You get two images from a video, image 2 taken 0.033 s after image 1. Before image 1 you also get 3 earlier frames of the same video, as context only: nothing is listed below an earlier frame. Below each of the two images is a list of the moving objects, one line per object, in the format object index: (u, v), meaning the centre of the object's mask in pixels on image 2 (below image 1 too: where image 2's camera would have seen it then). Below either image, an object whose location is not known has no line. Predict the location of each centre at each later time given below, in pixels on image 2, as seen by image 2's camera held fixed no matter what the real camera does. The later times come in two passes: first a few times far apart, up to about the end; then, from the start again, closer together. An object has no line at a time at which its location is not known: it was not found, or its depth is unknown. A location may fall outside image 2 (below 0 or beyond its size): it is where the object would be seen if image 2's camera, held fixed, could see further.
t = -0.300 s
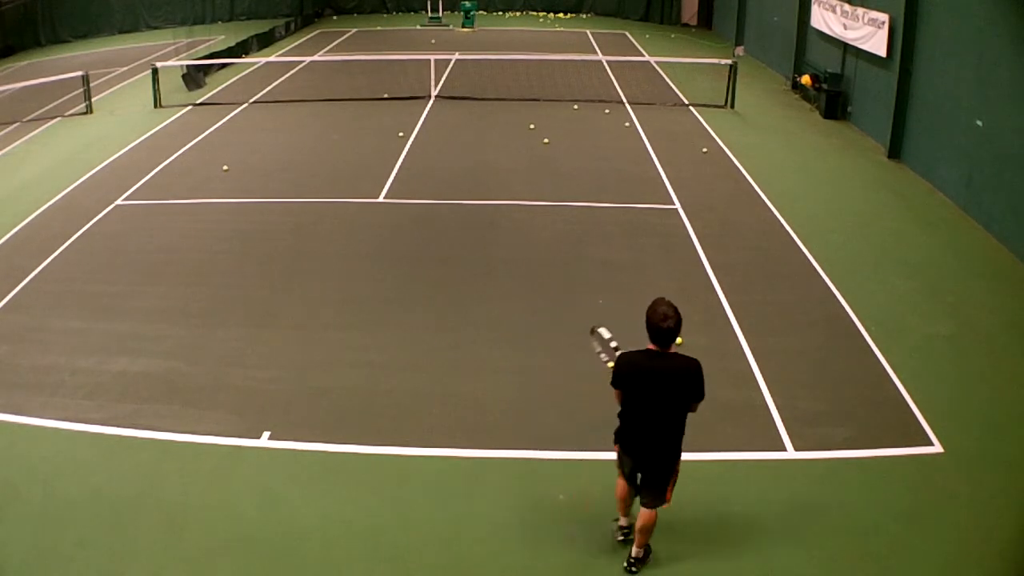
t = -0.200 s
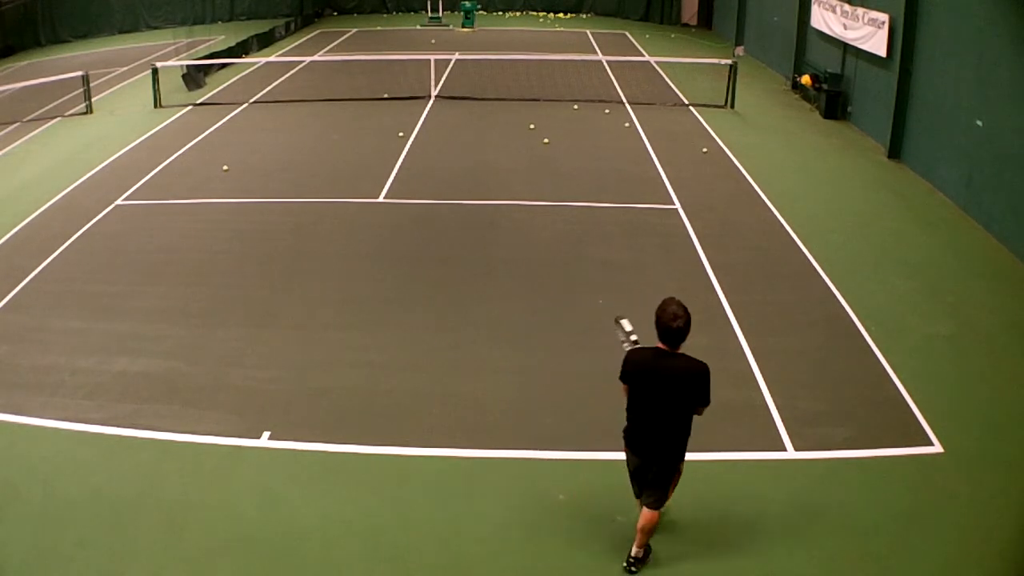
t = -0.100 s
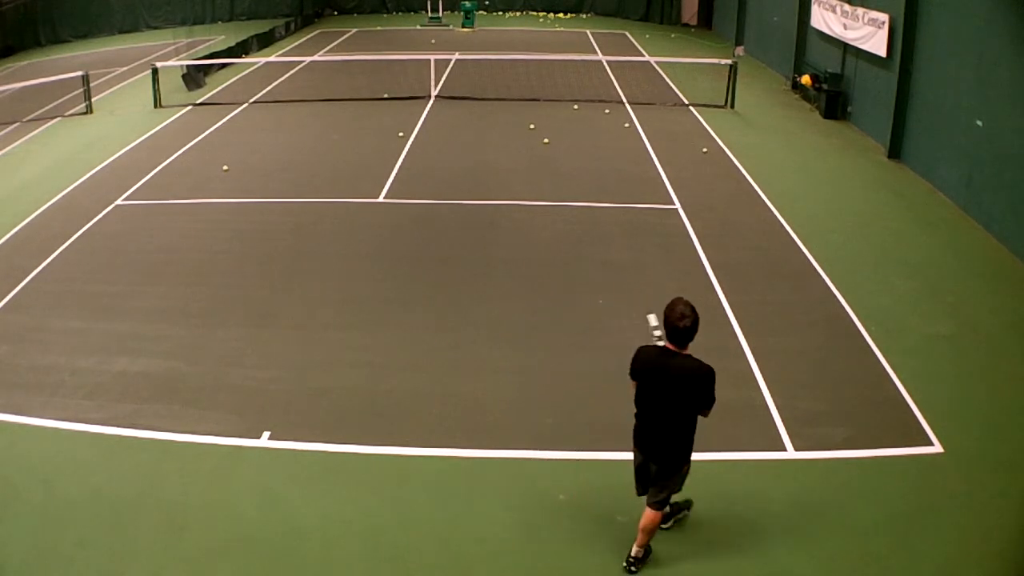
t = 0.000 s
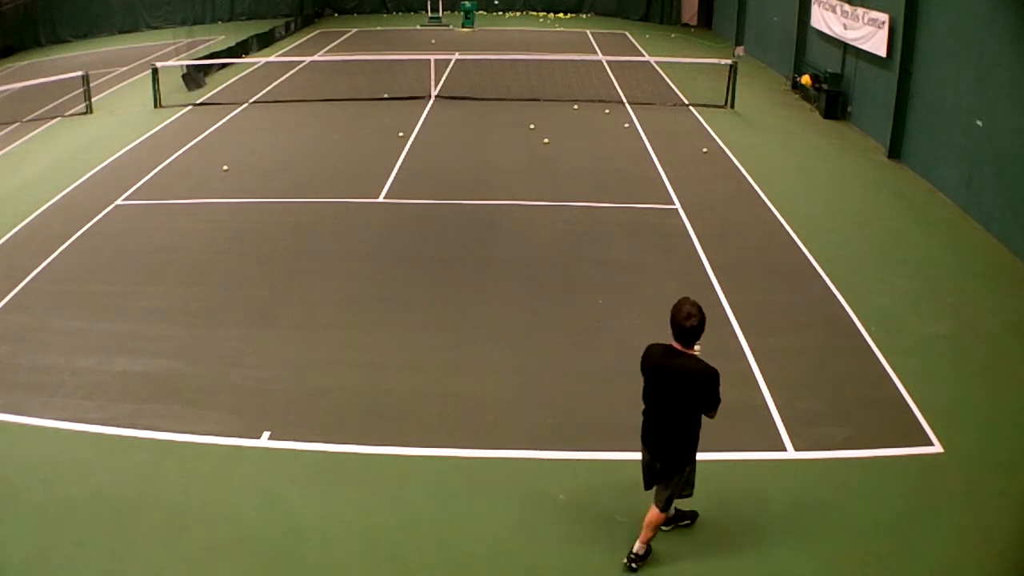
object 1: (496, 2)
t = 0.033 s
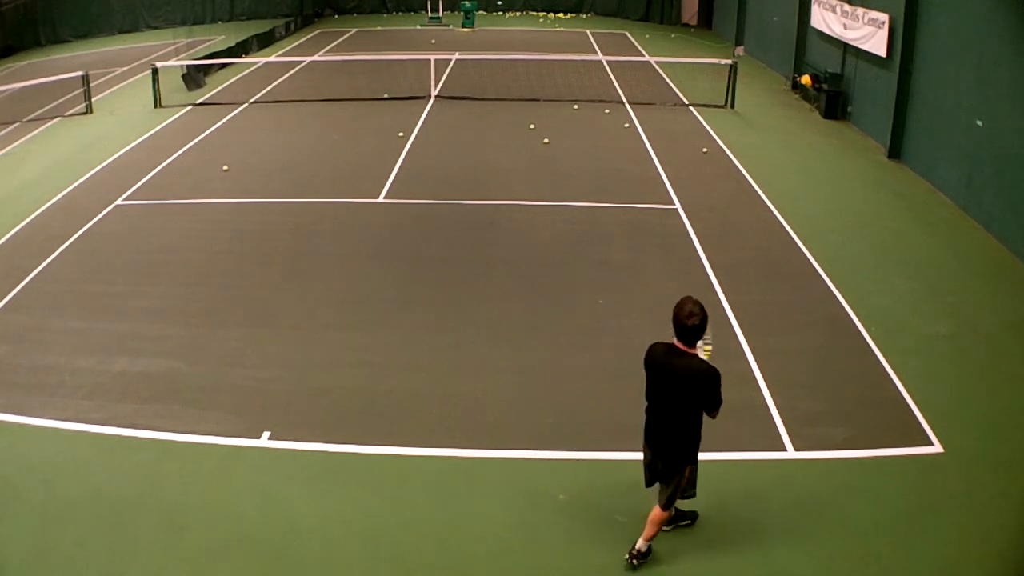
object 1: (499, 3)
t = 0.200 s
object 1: (518, 14)
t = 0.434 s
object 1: (558, 68)
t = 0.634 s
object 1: (606, 172)
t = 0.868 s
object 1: (675, 261)
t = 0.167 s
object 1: (516, 13)
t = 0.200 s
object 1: (518, 14)
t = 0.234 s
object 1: (524, 19)
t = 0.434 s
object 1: (558, 68)
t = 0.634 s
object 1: (606, 172)
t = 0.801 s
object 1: (656, 259)
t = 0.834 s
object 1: (665, 260)
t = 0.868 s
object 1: (675, 261)
